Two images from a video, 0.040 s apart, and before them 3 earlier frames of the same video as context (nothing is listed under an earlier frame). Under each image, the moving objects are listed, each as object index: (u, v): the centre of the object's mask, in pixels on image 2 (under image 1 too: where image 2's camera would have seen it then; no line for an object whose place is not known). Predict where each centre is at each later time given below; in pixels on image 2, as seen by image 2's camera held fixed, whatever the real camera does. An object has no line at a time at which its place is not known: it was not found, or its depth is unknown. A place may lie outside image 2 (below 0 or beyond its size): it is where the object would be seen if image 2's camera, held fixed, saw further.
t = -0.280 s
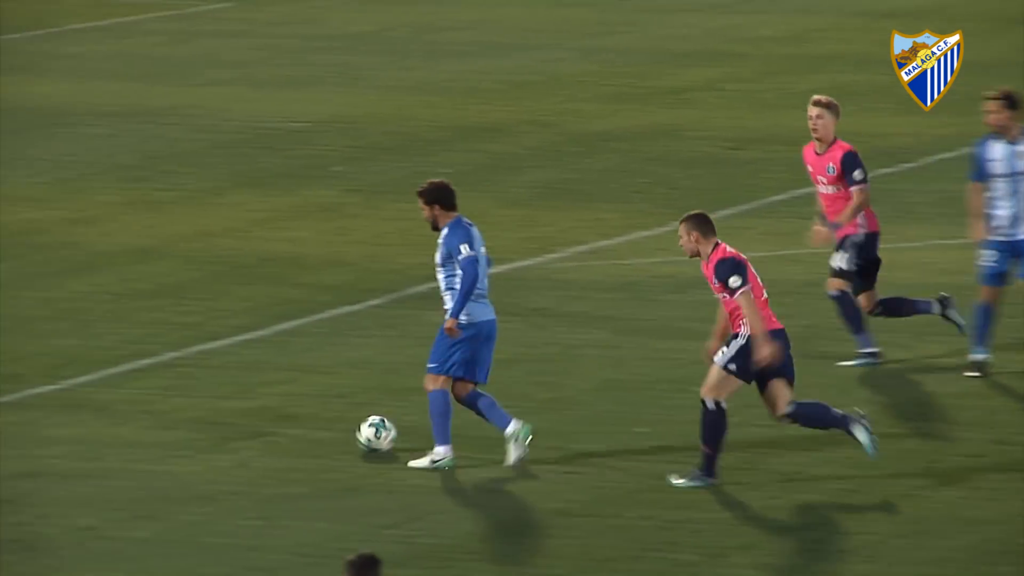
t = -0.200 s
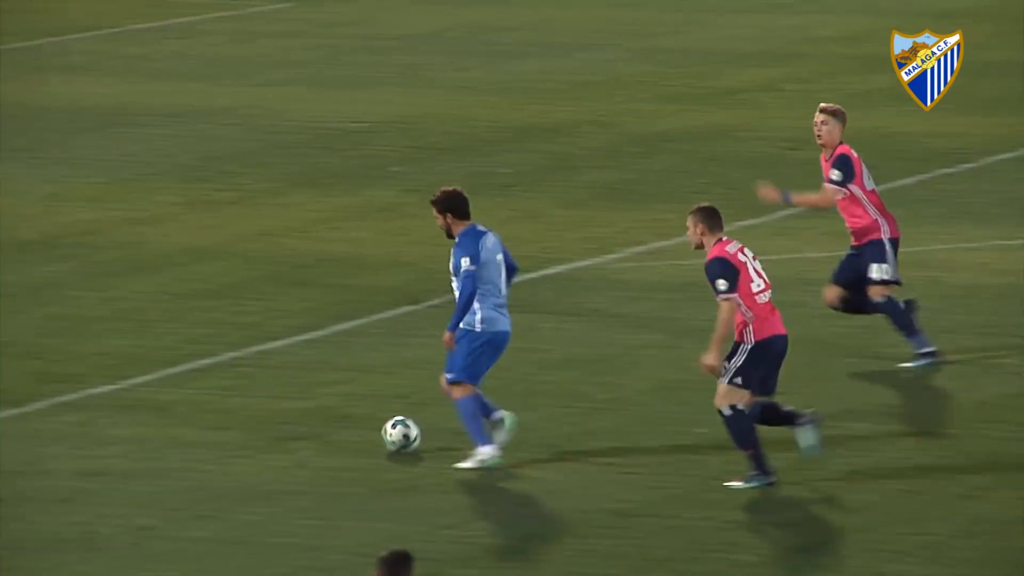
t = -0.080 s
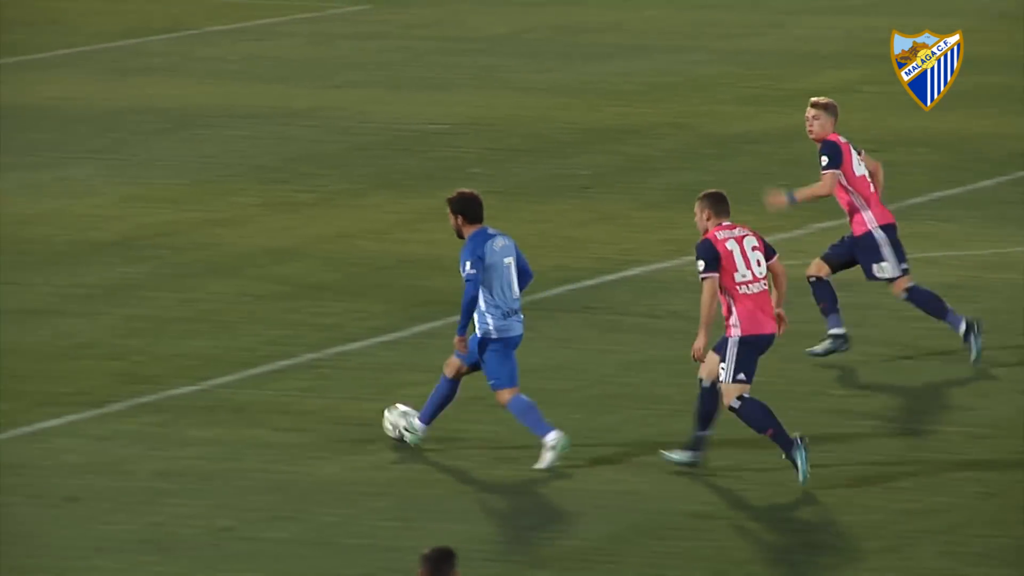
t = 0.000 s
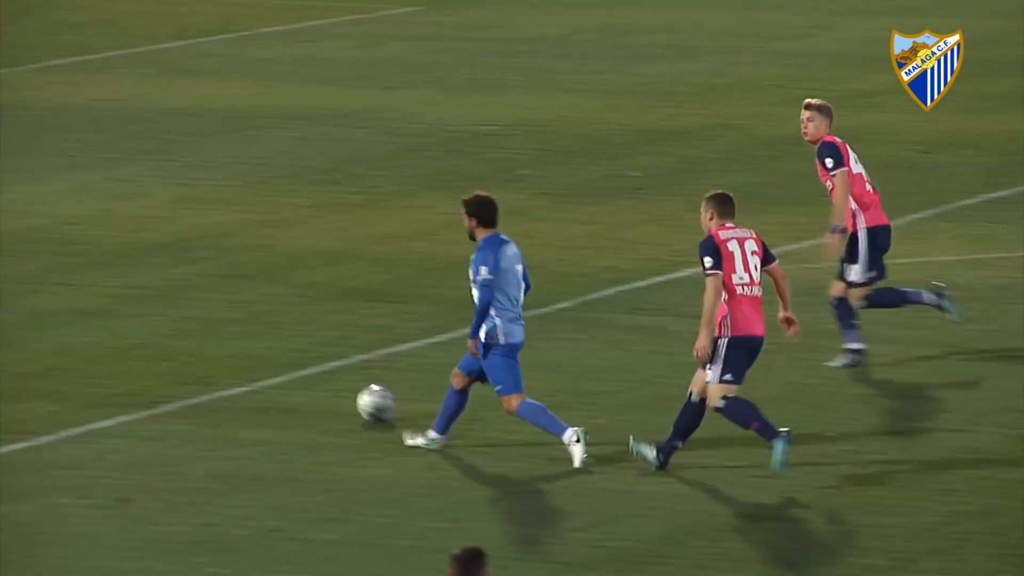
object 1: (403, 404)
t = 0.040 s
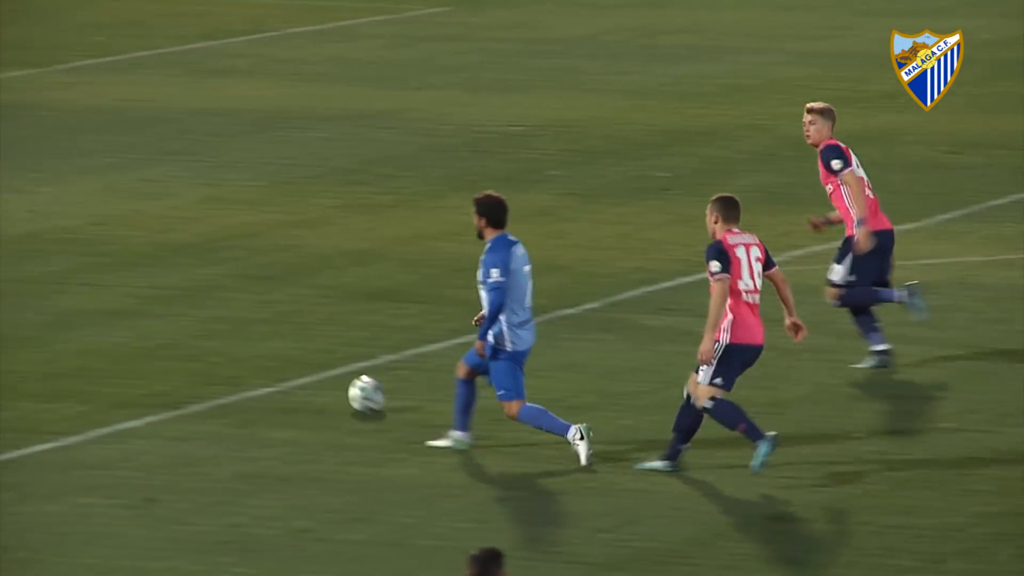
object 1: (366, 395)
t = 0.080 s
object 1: (333, 385)
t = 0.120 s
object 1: (300, 375)
